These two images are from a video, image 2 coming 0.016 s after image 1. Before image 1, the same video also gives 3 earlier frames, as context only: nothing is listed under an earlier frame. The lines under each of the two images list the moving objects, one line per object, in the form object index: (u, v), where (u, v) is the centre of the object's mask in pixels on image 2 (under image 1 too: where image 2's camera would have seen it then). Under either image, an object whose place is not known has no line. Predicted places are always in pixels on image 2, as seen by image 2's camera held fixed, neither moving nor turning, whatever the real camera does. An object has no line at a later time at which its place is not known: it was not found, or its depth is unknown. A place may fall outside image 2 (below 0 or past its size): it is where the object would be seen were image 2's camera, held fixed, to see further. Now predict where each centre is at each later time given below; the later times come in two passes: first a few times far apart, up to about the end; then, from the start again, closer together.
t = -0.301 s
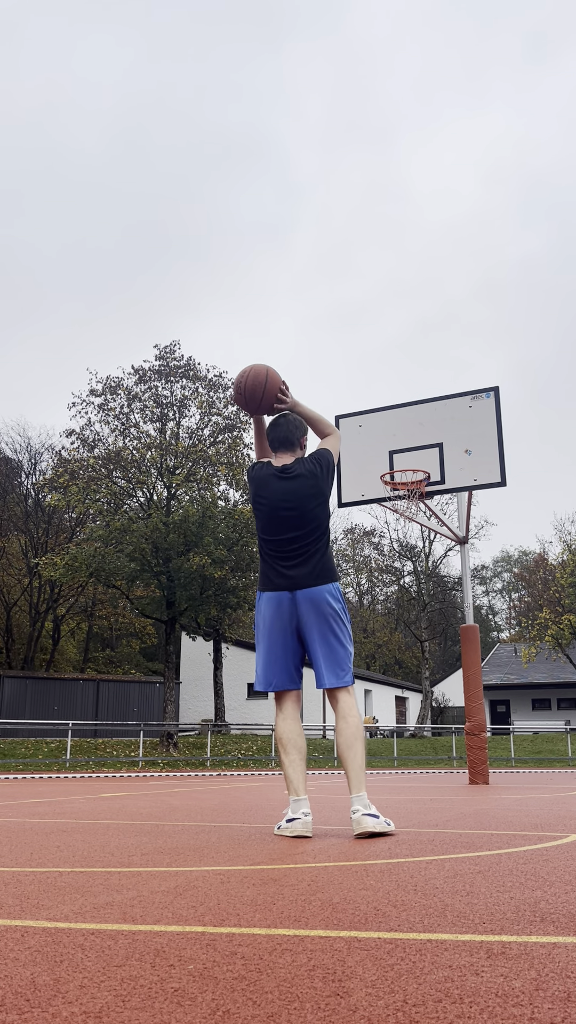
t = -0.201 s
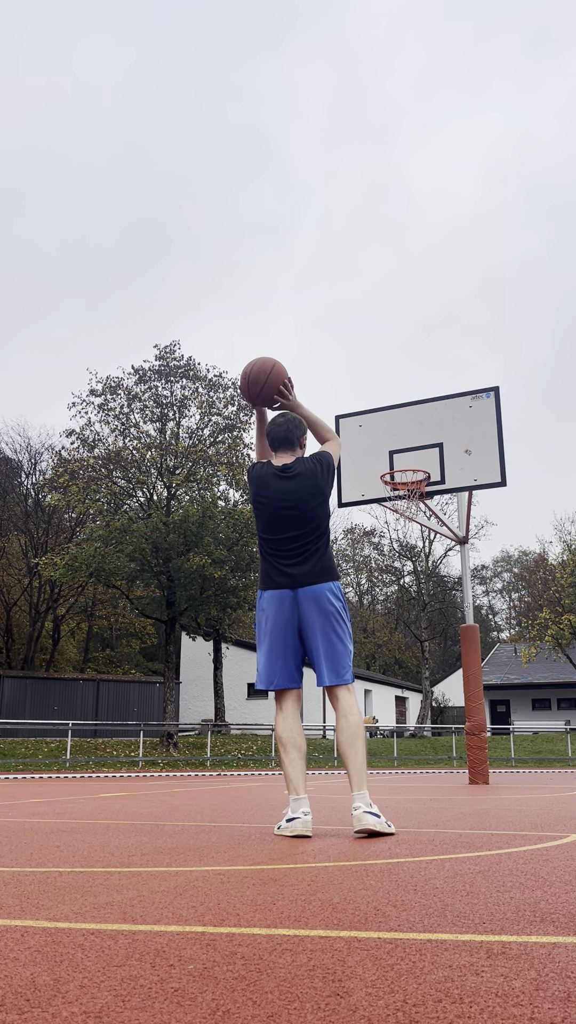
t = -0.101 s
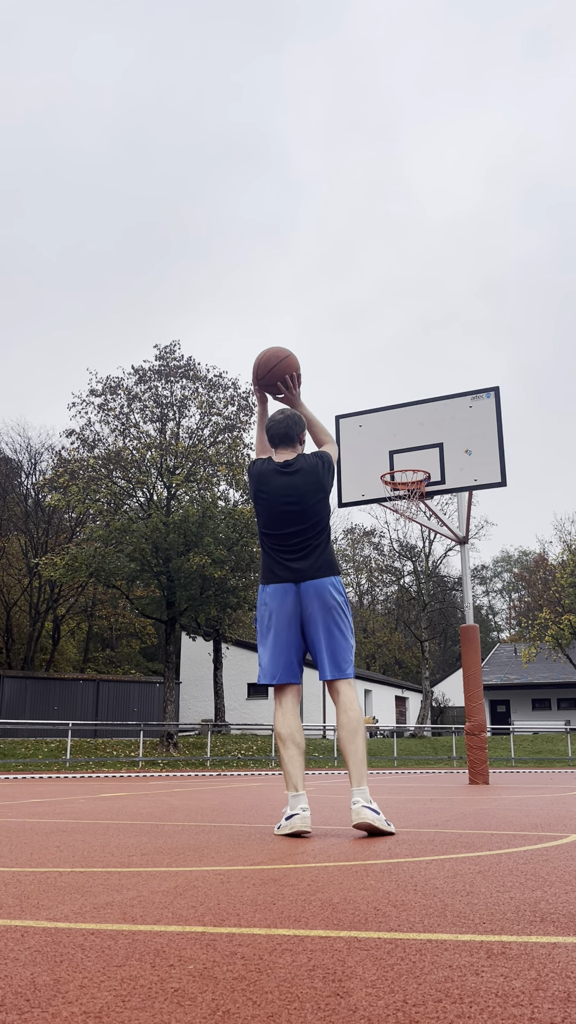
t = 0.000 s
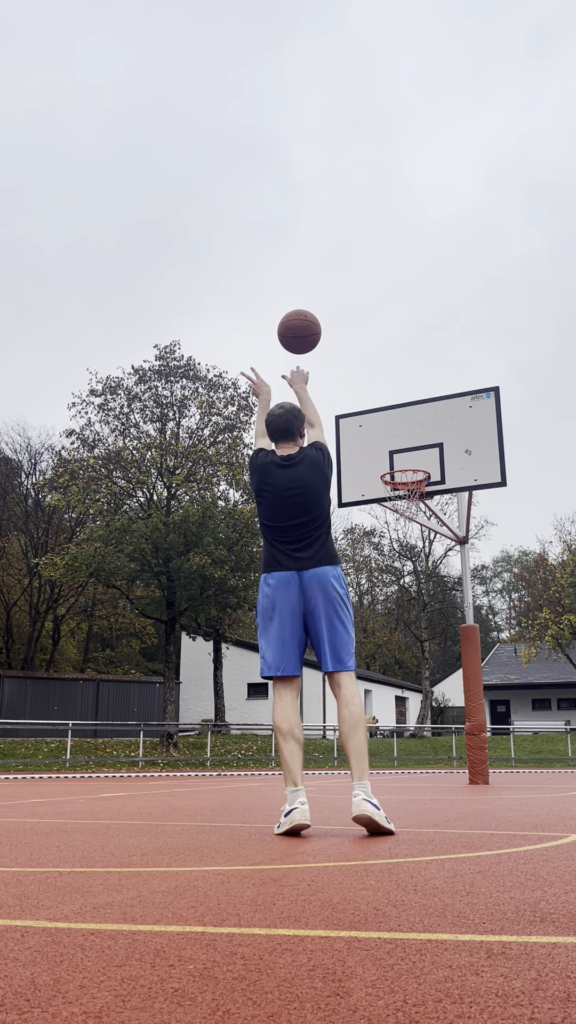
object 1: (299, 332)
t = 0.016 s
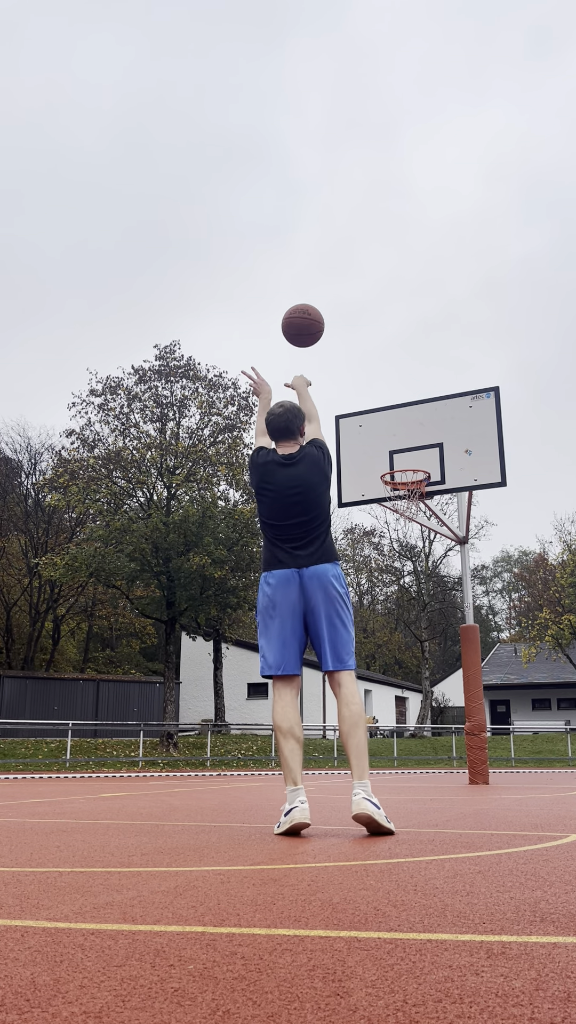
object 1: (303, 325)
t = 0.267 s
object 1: (344, 295)
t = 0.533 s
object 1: (374, 347)
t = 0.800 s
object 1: (396, 449)
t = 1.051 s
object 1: (399, 503)
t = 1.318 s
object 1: (394, 541)
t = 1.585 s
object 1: (392, 657)
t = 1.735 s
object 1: (391, 768)
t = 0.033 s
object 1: (306, 320)
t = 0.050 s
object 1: (310, 315)
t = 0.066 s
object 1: (313, 310)
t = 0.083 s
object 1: (316, 307)
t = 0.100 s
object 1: (319, 303)
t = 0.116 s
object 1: (321, 300)
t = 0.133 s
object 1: (324, 298)
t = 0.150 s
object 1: (327, 297)
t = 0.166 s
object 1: (330, 295)
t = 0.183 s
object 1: (332, 294)
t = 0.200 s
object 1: (335, 294)
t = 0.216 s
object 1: (337, 294)
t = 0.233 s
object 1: (339, 294)
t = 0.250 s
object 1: (342, 294)
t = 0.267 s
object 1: (344, 295)
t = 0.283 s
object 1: (346, 297)
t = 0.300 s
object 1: (348, 298)
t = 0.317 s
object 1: (350, 300)
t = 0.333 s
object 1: (352, 302)
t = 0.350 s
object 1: (354, 304)
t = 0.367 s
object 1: (356, 307)
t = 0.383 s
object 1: (358, 310)
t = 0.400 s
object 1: (360, 313)
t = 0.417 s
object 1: (362, 317)
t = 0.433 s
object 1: (364, 320)
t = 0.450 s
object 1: (365, 324)
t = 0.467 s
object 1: (367, 328)
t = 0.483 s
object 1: (369, 333)
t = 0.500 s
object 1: (371, 337)
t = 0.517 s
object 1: (372, 342)
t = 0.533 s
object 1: (374, 347)
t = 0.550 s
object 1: (375, 352)
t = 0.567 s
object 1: (377, 357)
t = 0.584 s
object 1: (378, 363)
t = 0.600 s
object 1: (380, 368)
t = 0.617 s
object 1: (381, 374)
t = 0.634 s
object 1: (383, 380)
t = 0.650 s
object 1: (384, 386)
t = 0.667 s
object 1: (385, 393)
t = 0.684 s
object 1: (387, 399)
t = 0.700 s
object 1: (388, 406)
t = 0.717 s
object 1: (390, 412)
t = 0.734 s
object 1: (391, 419)
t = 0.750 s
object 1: (392, 426)
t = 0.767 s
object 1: (394, 434)
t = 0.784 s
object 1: (395, 441)
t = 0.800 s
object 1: (396, 449)
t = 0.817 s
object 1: (397, 456)
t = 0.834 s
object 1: (398, 462)
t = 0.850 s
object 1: (400, 470)
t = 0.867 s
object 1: (401, 477)
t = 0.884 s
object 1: (403, 483)
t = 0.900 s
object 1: (403, 488)
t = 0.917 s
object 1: (404, 493)
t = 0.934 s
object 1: (404, 500)
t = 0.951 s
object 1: (405, 503)
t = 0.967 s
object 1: (403, 504)
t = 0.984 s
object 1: (402, 504)
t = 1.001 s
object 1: (401, 504)
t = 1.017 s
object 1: (400, 503)
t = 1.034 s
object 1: (399, 503)
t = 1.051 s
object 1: (399, 503)
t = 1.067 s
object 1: (398, 503)
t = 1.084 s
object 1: (398, 504)
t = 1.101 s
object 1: (397, 504)
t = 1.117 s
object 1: (398, 509)
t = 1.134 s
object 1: (398, 510)
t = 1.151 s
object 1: (397, 510)
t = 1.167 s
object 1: (397, 512)
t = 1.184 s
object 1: (397, 514)
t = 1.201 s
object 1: (396, 516)
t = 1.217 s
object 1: (396, 519)
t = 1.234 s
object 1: (396, 521)
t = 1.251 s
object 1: (396, 525)
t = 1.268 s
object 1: (395, 528)
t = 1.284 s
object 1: (395, 532)
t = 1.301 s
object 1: (395, 536)
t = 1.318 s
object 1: (394, 541)
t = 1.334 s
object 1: (394, 546)
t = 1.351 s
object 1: (394, 550)
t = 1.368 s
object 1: (394, 556)
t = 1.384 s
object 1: (394, 562)
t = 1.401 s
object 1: (395, 567)
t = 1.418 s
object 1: (395, 574)
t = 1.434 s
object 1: (396, 580)
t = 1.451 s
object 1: (396, 588)
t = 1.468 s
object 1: (396, 595)
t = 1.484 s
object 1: (396, 603)
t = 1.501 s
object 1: (395, 612)
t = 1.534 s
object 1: (393, 628)
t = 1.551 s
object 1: (392, 638)
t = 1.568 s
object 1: (392, 647)
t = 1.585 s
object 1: (392, 657)
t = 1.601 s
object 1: (392, 668)
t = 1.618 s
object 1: (392, 679)
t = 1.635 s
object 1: (392, 690)
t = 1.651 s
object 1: (392, 702)
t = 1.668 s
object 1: (391, 714)
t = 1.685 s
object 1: (391, 727)
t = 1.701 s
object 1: (391, 740)
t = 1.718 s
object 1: (391, 754)
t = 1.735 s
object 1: (391, 768)
